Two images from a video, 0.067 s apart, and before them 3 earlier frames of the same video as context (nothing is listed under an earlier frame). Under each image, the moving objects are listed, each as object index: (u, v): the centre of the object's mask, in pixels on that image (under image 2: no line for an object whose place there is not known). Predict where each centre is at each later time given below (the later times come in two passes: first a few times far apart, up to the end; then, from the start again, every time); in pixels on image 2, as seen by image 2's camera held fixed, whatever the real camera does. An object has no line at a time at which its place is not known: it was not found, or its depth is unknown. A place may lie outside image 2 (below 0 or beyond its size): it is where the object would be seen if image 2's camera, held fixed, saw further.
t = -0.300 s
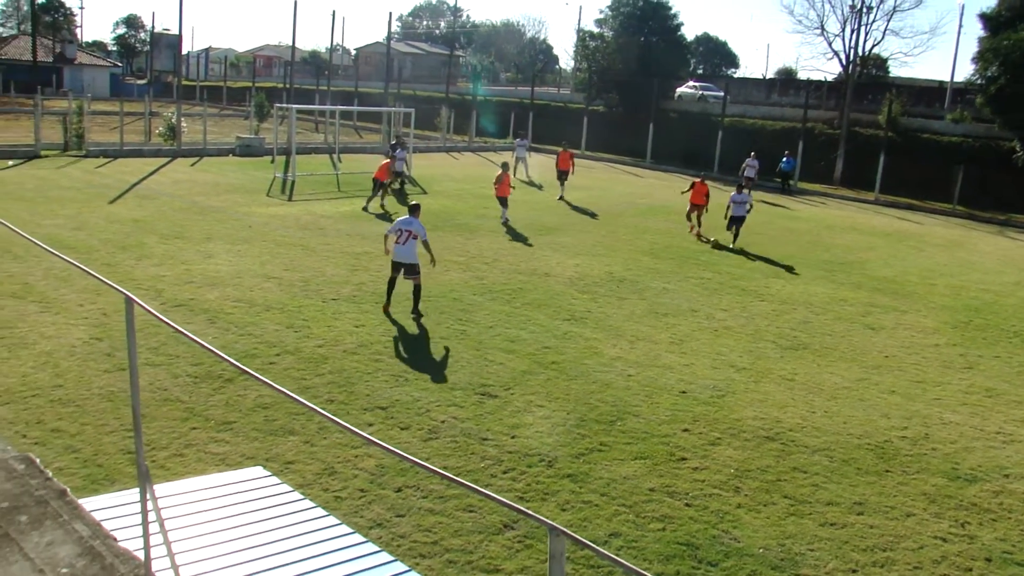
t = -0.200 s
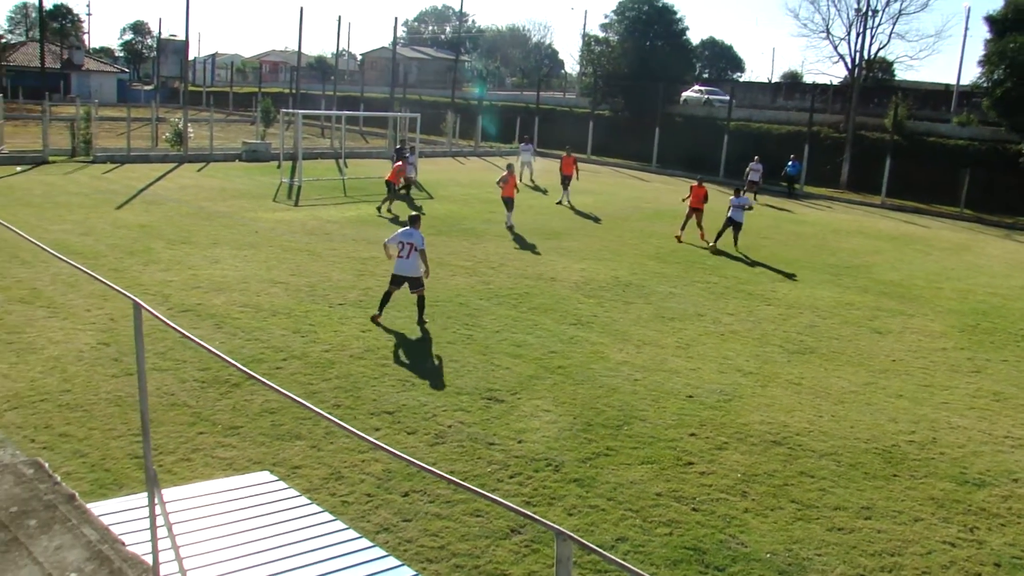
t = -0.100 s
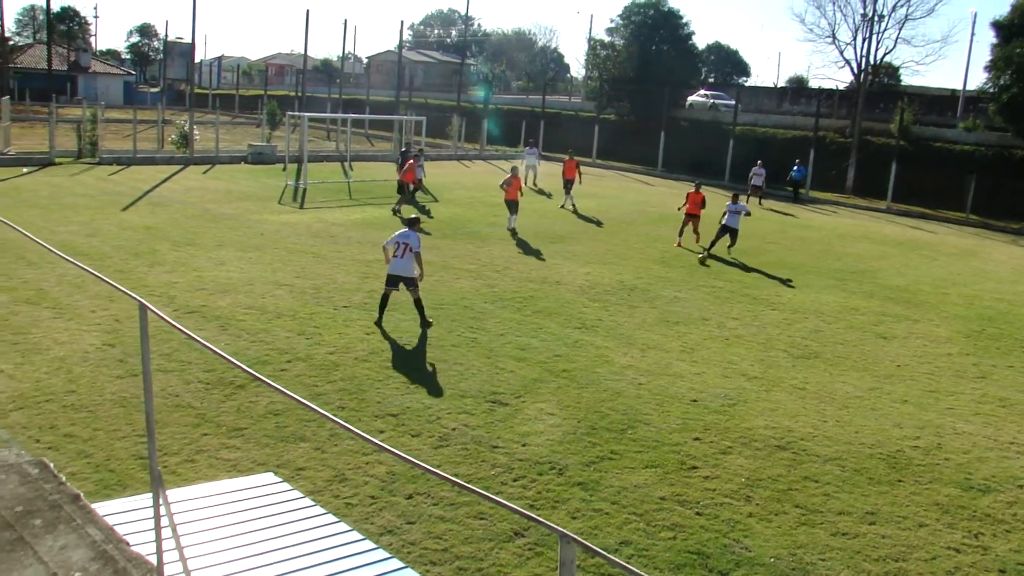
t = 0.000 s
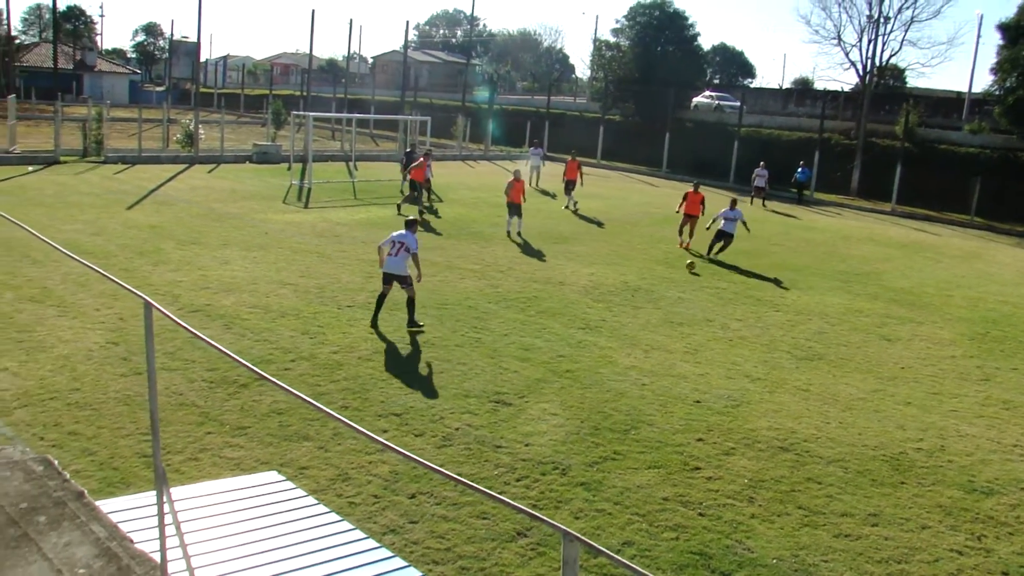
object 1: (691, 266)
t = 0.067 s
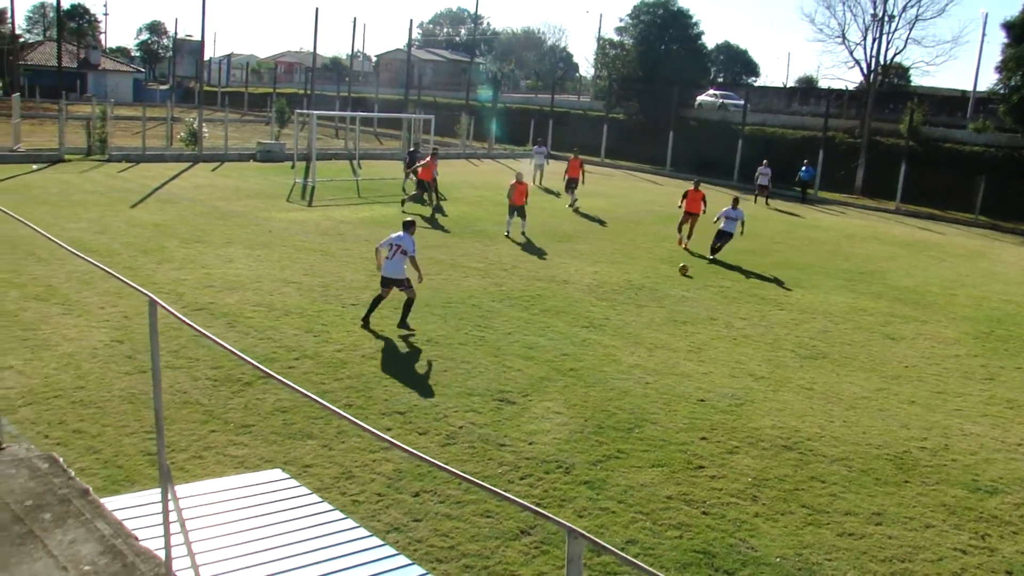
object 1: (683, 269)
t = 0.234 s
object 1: (657, 280)
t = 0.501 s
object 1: (613, 300)
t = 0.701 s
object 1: (578, 314)
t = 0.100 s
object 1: (678, 272)
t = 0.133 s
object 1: (673, 274)
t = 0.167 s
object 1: (668, 276)
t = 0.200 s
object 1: (662, 278)
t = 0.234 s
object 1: (657, 280)
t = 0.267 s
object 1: (652, 283)
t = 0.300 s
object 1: (647, 285)
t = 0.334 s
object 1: (642, 287)
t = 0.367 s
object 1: (636, 290)
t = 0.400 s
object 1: (630, 292)
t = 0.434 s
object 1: (624, 295)
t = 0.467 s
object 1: (619, 297)
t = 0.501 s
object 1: (613, 300)
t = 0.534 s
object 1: (607, 302)
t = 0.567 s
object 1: (602, 304)
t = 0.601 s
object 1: (597, 306)
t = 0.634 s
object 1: (591, 307)
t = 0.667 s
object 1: (585, 310)
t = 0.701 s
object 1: (578, 314)
